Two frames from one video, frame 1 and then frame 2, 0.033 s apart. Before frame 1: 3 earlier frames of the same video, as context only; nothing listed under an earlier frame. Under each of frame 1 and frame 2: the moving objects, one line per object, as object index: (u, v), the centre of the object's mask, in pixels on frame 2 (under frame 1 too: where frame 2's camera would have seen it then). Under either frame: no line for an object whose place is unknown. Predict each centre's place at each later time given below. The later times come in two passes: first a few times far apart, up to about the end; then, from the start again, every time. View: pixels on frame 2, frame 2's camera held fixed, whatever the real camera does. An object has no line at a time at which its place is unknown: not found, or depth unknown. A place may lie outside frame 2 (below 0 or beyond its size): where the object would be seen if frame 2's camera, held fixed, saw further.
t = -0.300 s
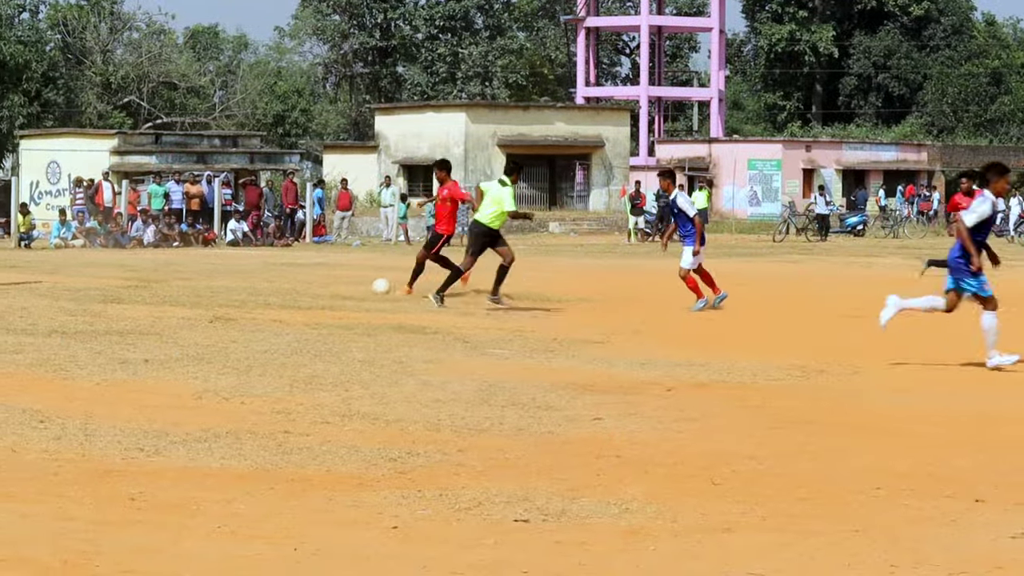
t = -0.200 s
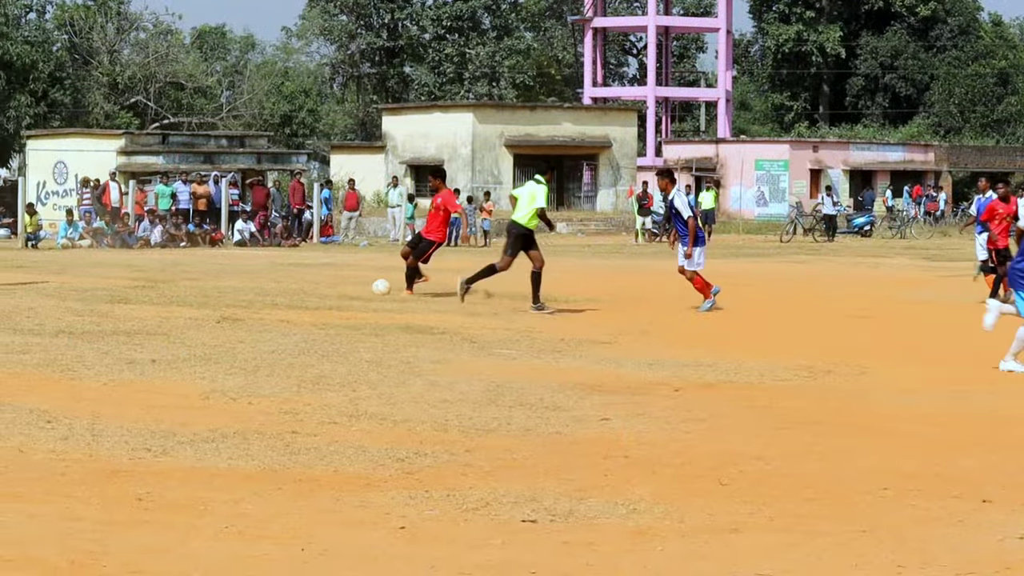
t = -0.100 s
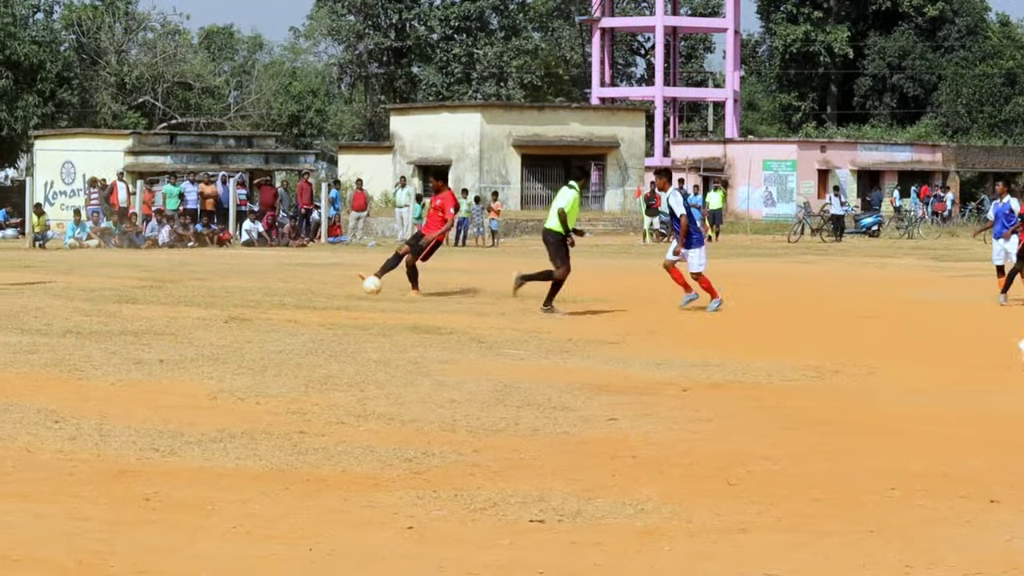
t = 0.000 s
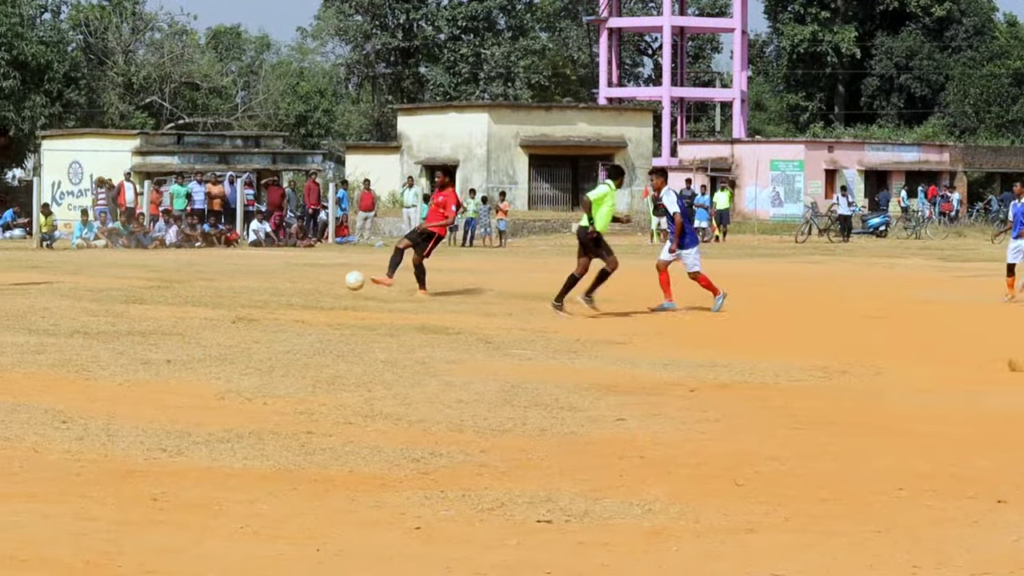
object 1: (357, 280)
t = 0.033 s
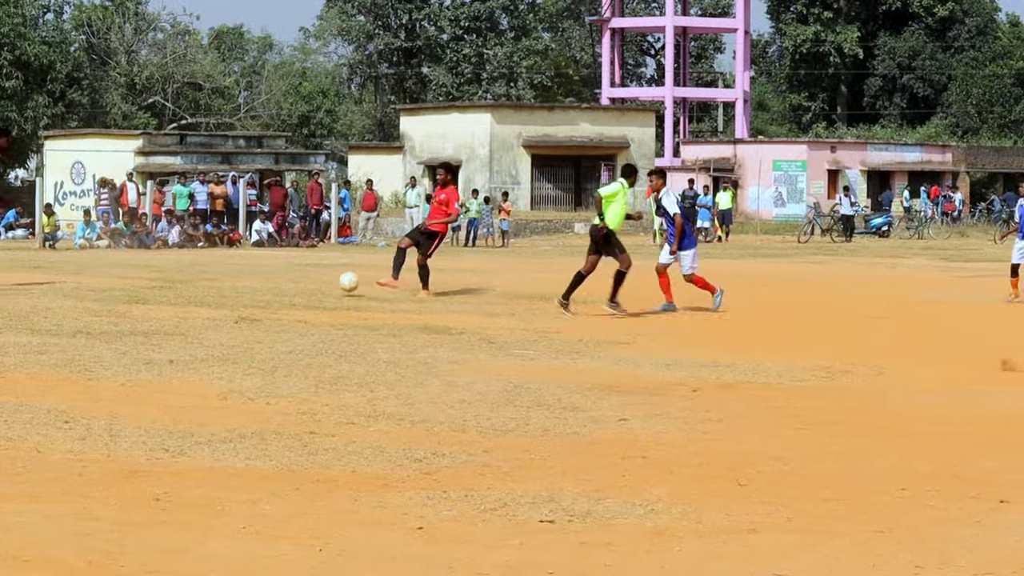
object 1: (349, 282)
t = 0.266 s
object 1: (296, 267)
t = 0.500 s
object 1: (250, 262)
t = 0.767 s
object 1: (195, 287)
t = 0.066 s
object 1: (340, 283)
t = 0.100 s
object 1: (331, 286)
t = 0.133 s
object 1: (322, 289)
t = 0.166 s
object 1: (315, 287)
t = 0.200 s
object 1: (309, 279)
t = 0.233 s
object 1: (303, 272)
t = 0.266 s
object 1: (296, 267)
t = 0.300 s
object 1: (290, 263)
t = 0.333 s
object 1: (284, 259)
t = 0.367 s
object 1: (278, 258)
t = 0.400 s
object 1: (271, 256)
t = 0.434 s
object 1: (264, 257)
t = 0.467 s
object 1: (258, 259)
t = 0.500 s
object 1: (250, 262)
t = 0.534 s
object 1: (243, 266)
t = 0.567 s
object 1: (237, 272)
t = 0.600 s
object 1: (230, 278)
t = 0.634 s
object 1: (223, 287)
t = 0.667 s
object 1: (216, 297)
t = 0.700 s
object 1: (209, 300)
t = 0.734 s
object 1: (202, 293)
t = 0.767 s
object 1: (195, 287)
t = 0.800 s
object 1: (187, 281)
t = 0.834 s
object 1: (181, 278)
